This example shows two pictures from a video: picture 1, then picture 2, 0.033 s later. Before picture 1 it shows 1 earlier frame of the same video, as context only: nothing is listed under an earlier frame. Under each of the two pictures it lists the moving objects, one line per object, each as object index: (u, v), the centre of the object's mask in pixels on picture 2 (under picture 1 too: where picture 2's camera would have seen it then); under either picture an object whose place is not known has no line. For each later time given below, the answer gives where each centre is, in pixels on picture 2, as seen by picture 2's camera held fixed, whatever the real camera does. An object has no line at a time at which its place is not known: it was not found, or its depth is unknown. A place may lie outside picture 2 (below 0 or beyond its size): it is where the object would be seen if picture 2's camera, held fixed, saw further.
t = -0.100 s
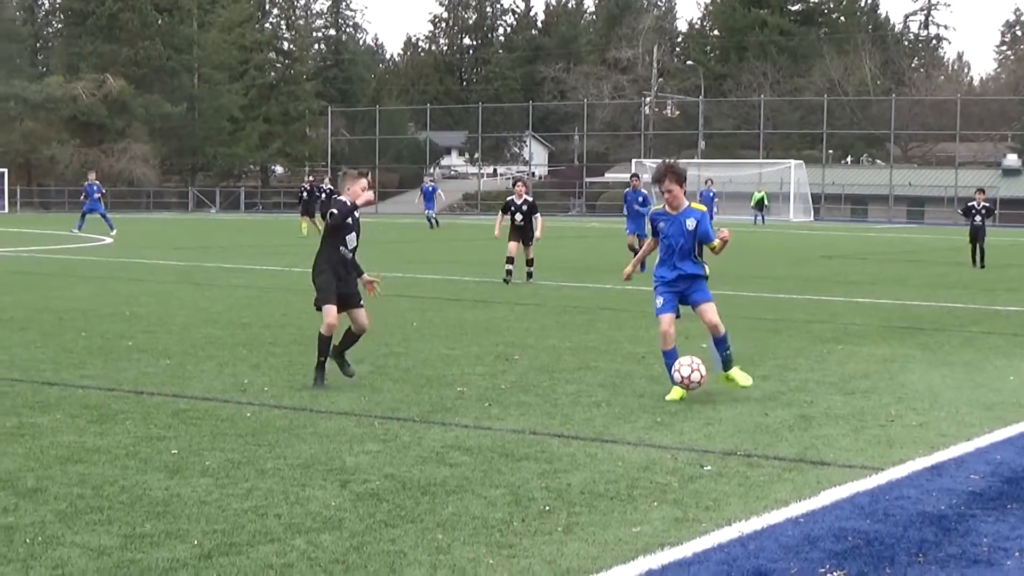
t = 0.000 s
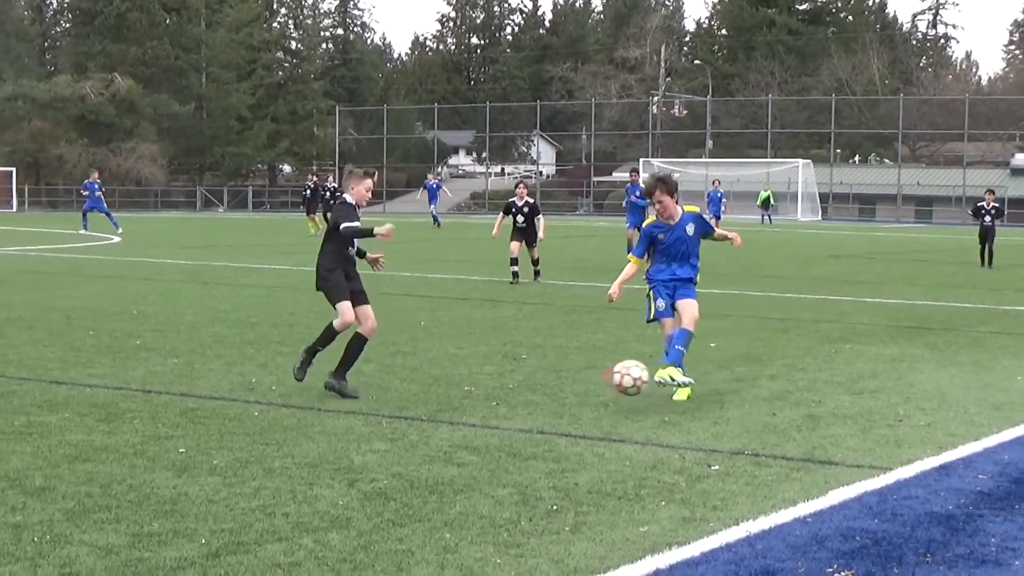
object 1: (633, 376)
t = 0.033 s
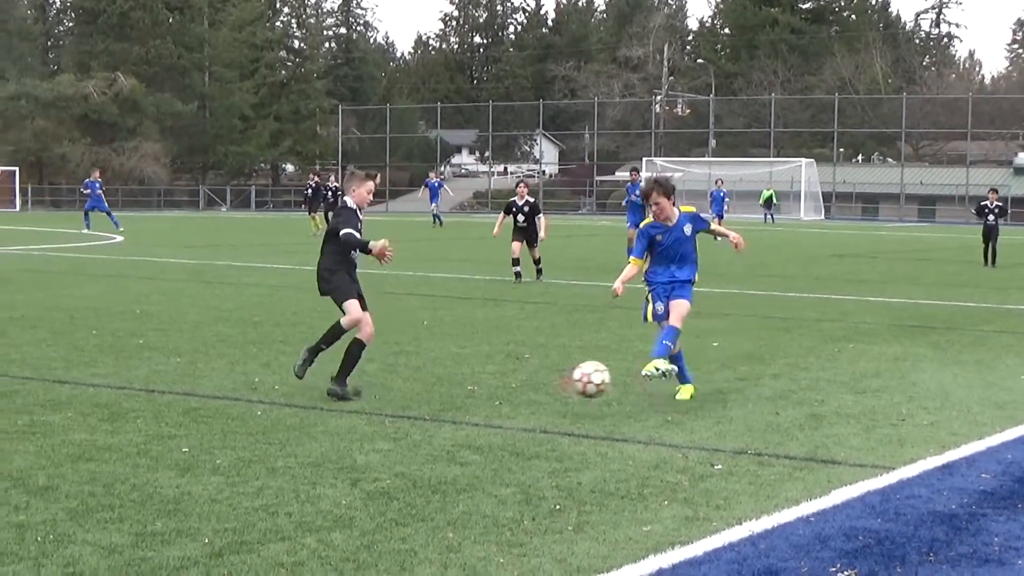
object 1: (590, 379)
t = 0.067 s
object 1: (546, 384)
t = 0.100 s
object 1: (498, 390)
